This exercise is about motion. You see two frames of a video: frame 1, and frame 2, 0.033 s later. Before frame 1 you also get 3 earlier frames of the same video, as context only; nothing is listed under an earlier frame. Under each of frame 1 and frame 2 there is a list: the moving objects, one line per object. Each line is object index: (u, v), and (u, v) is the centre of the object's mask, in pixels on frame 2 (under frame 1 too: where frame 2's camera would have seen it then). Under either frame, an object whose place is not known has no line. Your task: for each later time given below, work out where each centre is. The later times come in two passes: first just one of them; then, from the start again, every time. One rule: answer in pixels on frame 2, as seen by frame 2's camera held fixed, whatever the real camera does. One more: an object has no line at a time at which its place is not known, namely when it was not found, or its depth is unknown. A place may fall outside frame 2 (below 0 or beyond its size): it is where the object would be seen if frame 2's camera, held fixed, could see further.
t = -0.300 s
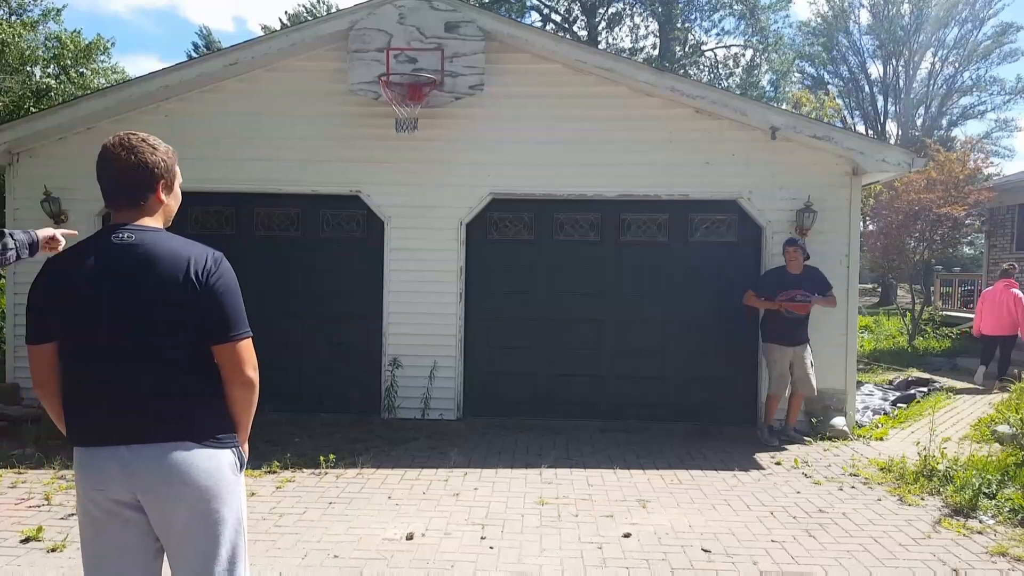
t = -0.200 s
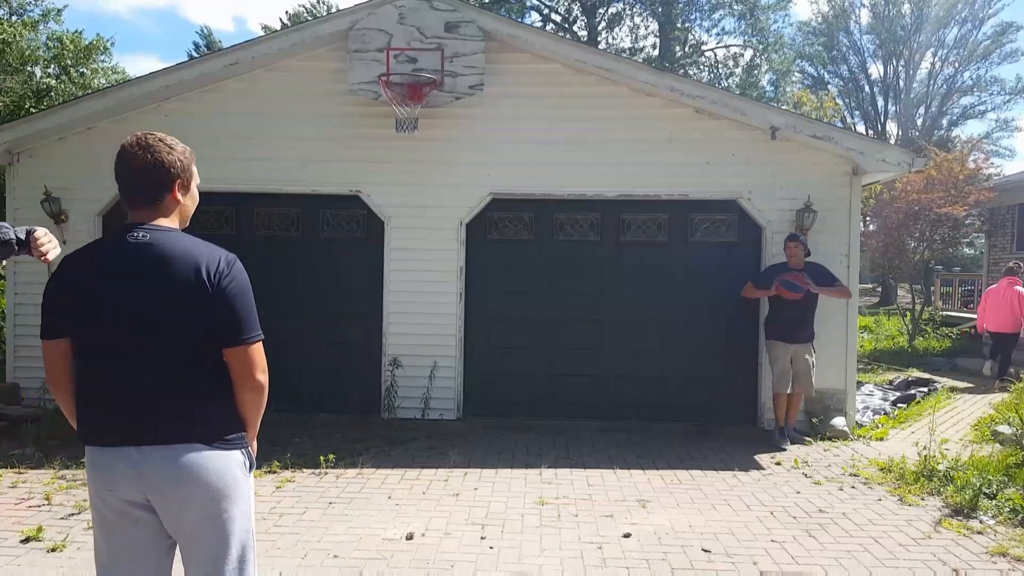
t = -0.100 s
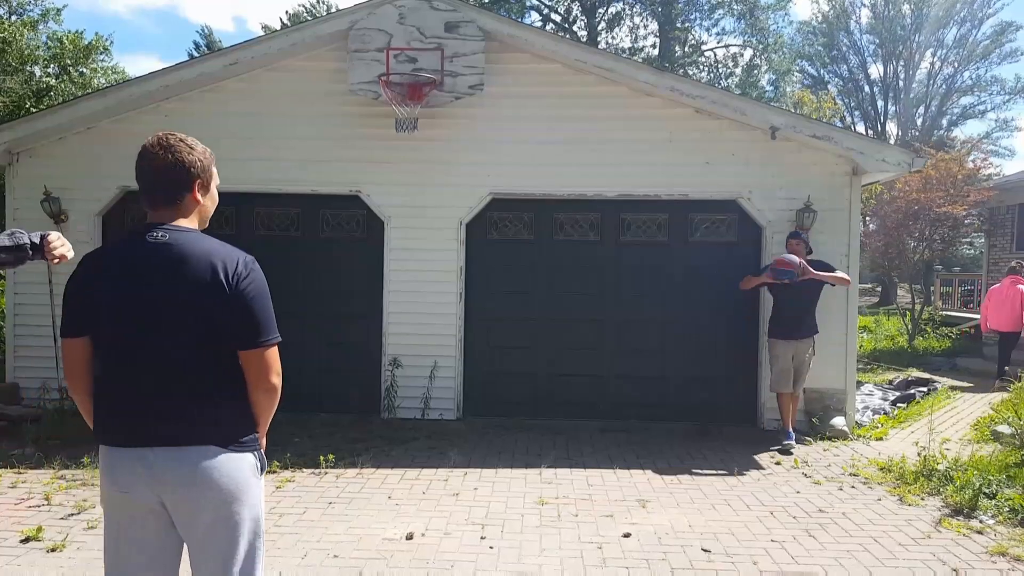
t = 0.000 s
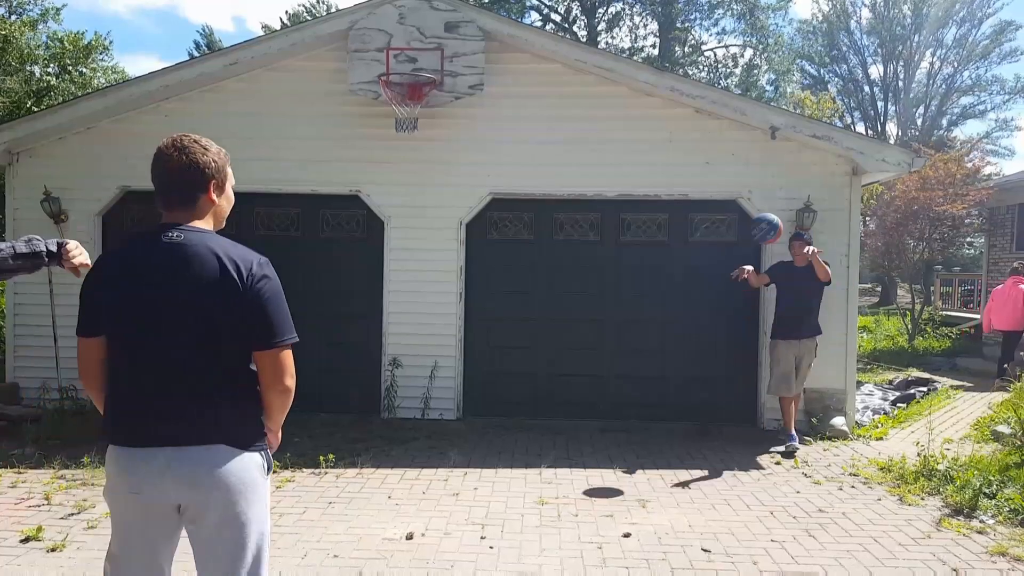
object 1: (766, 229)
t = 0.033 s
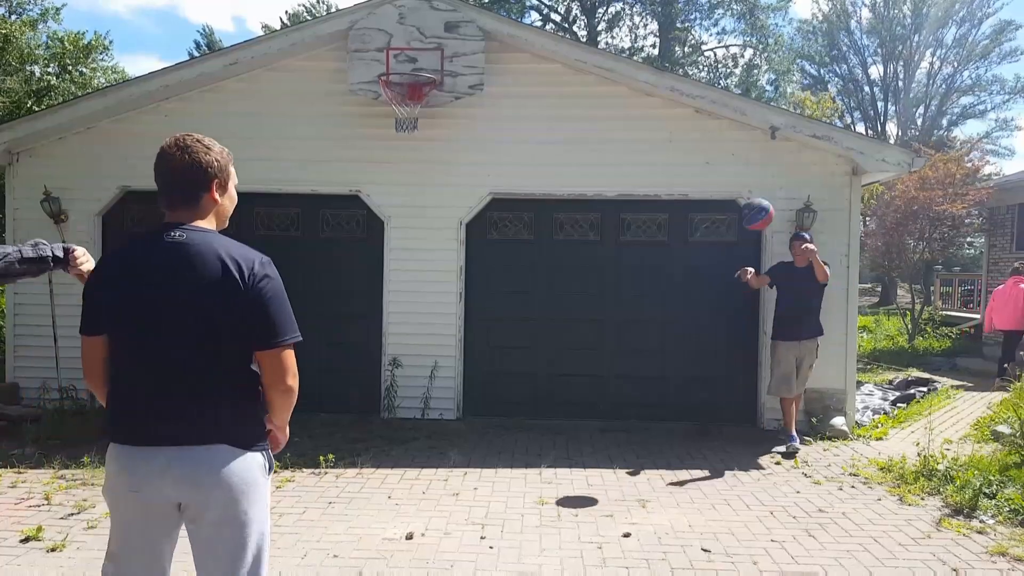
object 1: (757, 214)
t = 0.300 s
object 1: (654, 126)
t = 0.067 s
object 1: (747, 200)
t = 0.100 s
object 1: (736, 188)
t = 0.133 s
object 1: (724, 175)
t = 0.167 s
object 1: (712, 163)
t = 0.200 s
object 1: (699, 152)
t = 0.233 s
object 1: (685, 143)
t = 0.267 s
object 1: (670, 134)
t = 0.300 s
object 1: (654, 126)
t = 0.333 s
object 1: (636, 120)
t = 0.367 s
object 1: (617, 115)
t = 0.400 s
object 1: (596, 113)
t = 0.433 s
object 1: (573, 112)
